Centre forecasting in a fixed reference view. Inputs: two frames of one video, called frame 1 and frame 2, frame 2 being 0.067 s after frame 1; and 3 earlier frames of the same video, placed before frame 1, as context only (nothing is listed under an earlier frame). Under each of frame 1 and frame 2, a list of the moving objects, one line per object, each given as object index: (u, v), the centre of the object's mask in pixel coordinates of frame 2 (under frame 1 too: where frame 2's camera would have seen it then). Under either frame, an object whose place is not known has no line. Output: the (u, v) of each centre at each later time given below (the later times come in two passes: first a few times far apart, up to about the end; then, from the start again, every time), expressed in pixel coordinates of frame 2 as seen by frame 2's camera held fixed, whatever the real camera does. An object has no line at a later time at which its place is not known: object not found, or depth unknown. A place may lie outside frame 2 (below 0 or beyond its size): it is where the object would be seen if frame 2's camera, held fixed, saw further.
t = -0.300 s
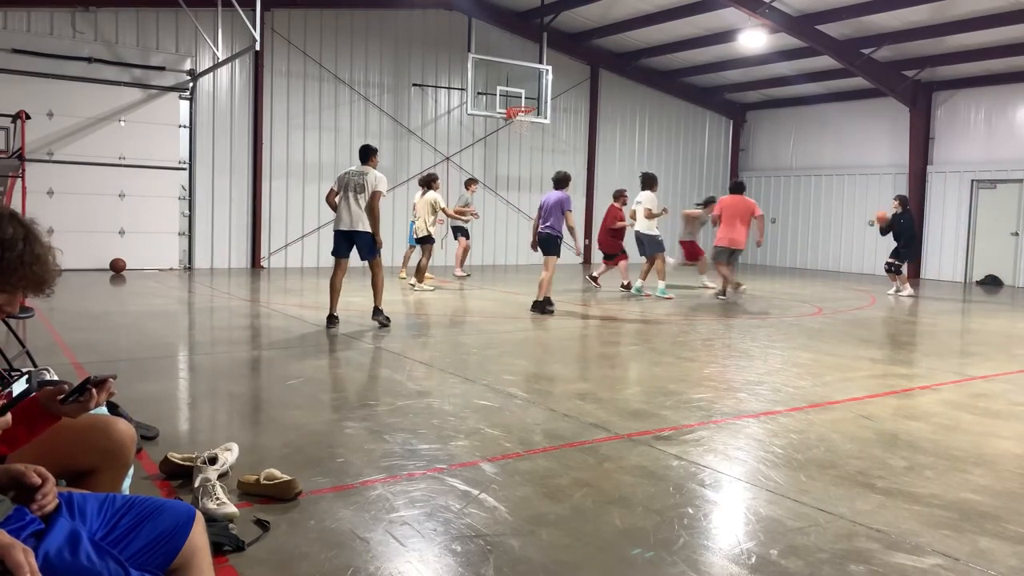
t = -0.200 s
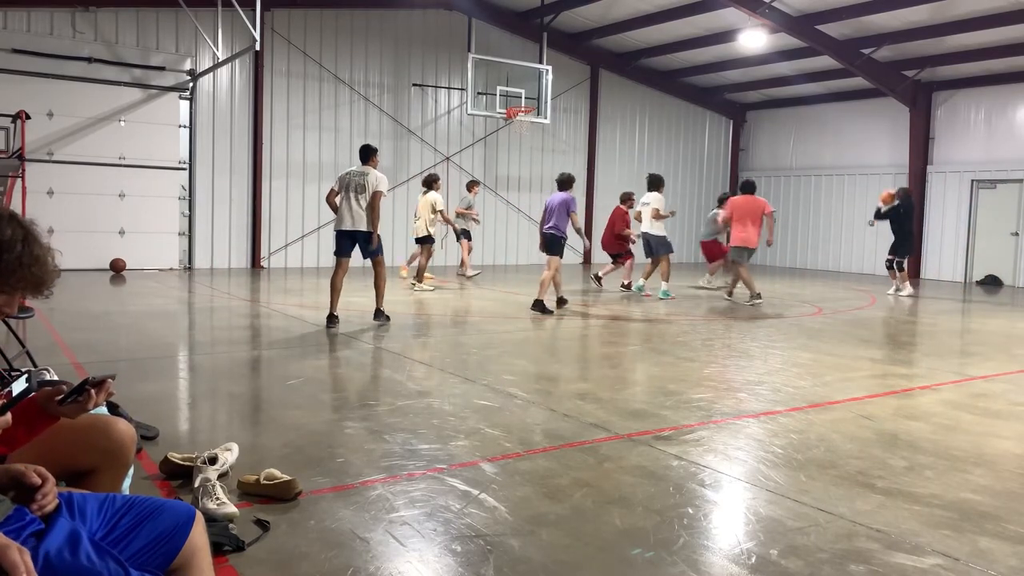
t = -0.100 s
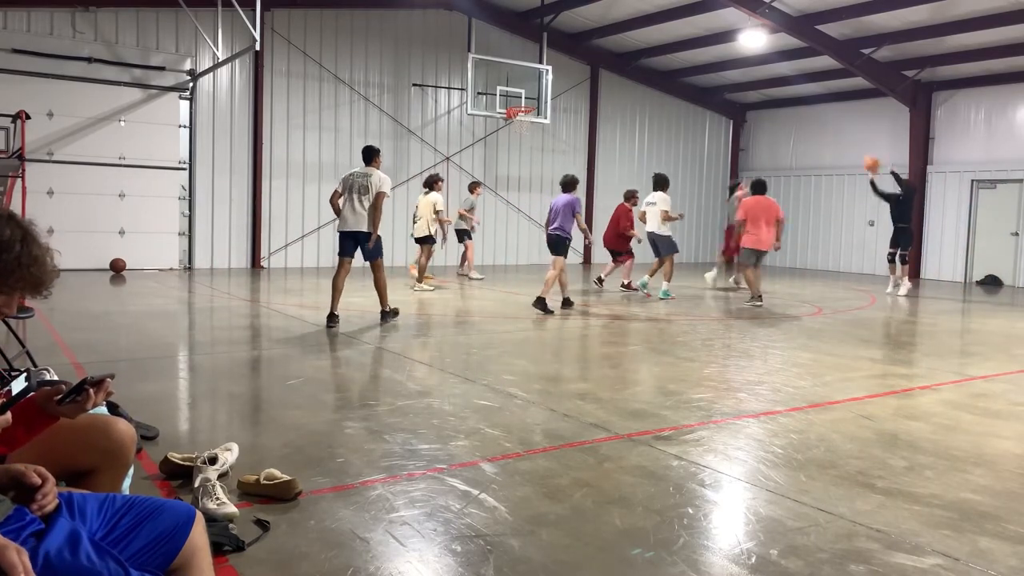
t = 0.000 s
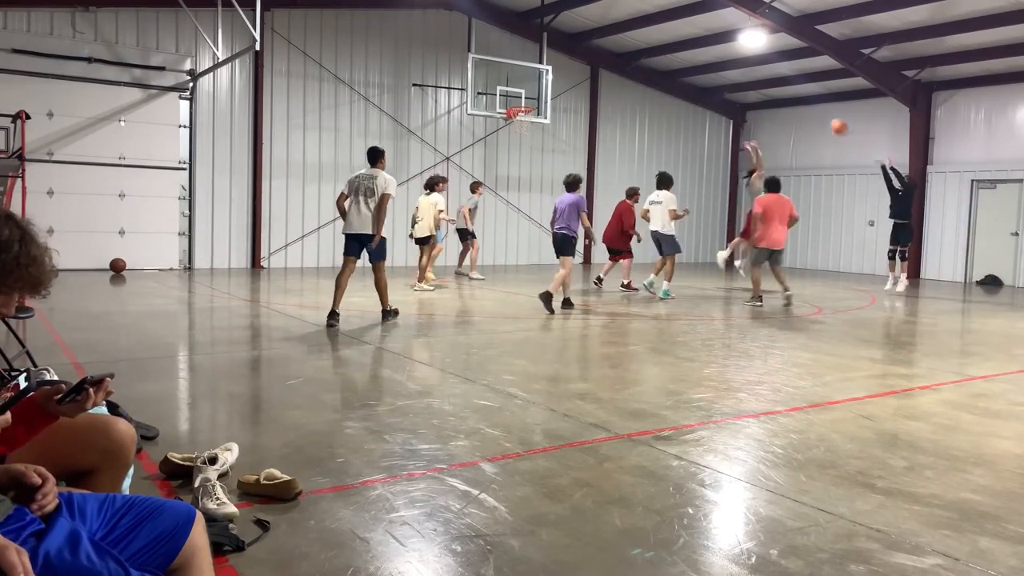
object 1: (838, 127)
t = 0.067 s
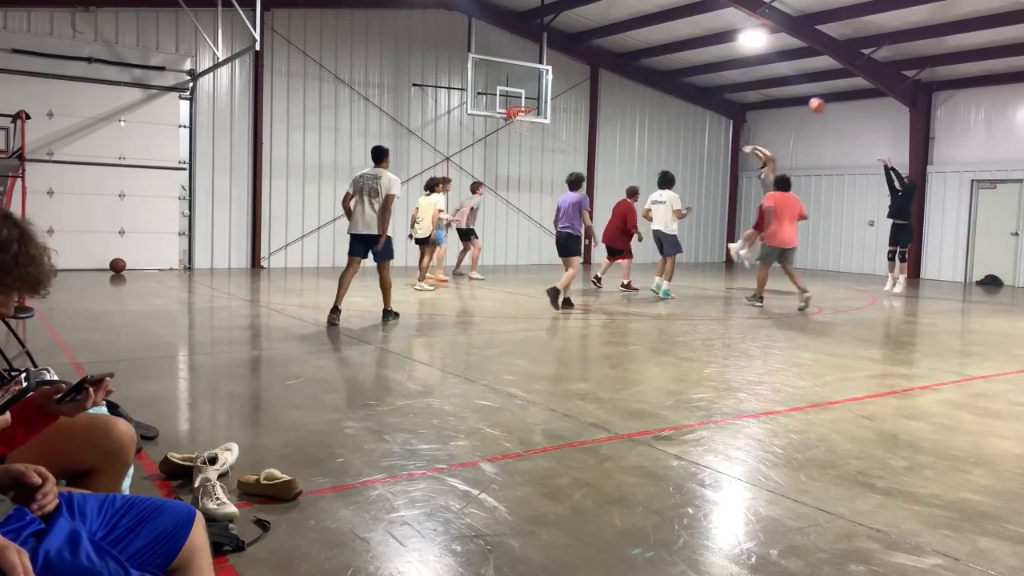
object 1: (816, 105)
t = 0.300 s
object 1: (745, 55)
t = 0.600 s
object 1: (653, 39)
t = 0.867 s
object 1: (579, 68)
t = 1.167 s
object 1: (505, 96)
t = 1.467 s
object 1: (486, 93)
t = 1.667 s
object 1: (473, 120)
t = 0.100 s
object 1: (806, 96)
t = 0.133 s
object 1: (795, 87)
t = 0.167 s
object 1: (784, 78)
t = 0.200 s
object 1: (774, 72)
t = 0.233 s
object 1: (764, 65)
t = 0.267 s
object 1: (754, 59)
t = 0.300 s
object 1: (745, 55)
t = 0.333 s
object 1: (734, 50)
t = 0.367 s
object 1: (725, 47)
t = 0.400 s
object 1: (714, 44)
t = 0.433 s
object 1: (705, 42)
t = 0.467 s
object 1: (693, 40)
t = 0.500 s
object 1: (684, 39)
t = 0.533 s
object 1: (673, 38)
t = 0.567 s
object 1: (663, 38)
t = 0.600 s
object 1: (653, 39)
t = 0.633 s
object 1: (643, 40)
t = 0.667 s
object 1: (634, 42)
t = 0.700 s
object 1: (624, 45)
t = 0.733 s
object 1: (614, 49)
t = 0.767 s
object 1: (605, 53)
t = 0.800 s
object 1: (596, 57)
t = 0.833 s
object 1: (587, 61)
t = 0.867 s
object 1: (579, 68)
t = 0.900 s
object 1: (569, 74)
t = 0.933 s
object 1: (558, 81)
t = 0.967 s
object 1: (550, 86)
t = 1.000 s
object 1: (540, 95)
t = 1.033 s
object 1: (531, 102)
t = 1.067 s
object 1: (526, 102)
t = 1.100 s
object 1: (518, 99)
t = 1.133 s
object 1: (511, 97)
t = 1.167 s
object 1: (505, 96)
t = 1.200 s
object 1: (502, 93)
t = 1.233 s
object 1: (500, 91)
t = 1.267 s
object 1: (499, 89)
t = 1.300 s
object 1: (496, 88)
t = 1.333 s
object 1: (495, 88)
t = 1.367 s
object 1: (493, 88)
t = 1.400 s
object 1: (491, 89)
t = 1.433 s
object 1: (488, 90)
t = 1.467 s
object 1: (486, 93)
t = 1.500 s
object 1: (484, 95)
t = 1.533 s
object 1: (483, 99)
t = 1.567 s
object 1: (480, 102)
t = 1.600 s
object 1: (479, 107)
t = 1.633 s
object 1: (475, 113)
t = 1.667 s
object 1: (473, 120)
